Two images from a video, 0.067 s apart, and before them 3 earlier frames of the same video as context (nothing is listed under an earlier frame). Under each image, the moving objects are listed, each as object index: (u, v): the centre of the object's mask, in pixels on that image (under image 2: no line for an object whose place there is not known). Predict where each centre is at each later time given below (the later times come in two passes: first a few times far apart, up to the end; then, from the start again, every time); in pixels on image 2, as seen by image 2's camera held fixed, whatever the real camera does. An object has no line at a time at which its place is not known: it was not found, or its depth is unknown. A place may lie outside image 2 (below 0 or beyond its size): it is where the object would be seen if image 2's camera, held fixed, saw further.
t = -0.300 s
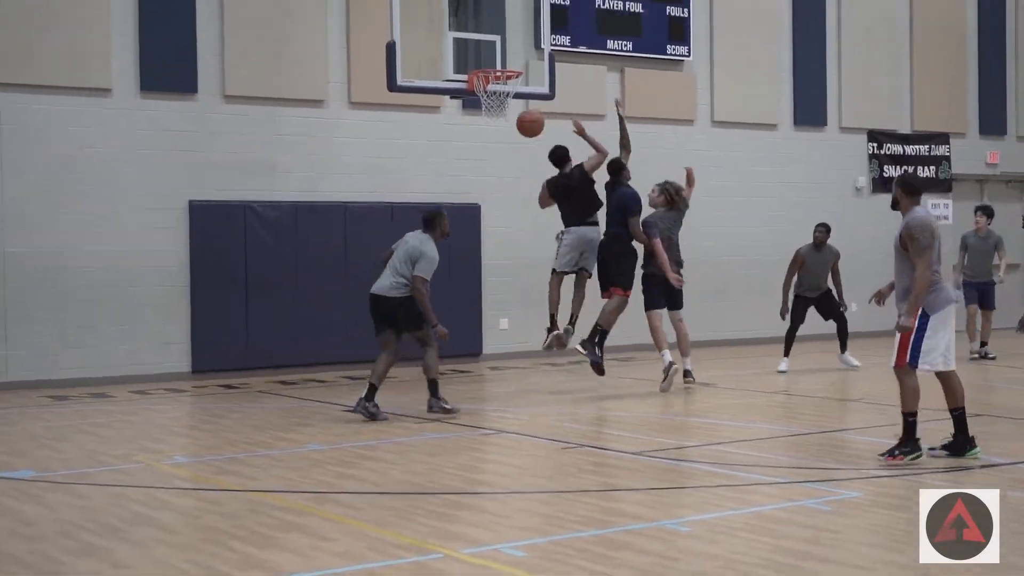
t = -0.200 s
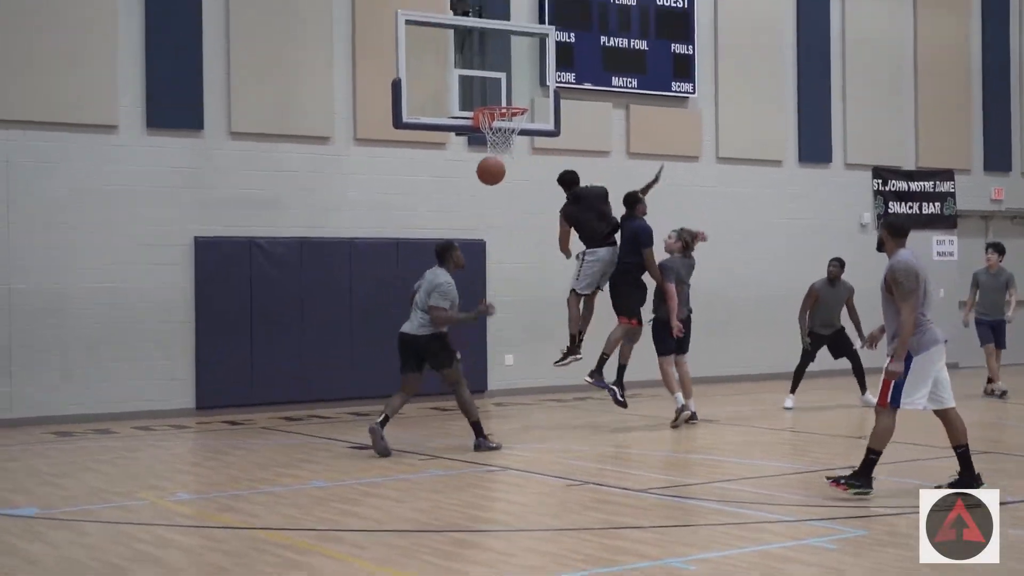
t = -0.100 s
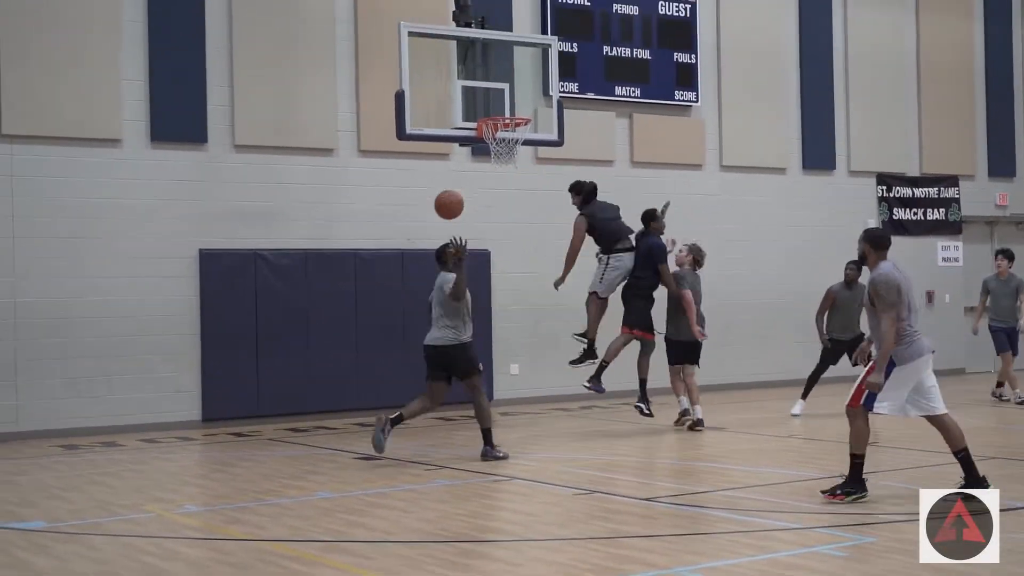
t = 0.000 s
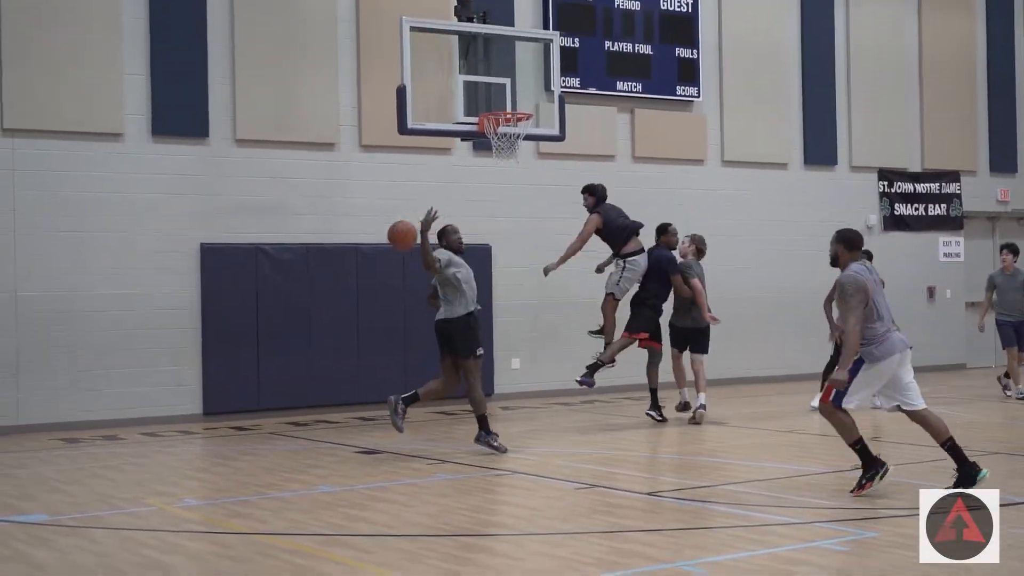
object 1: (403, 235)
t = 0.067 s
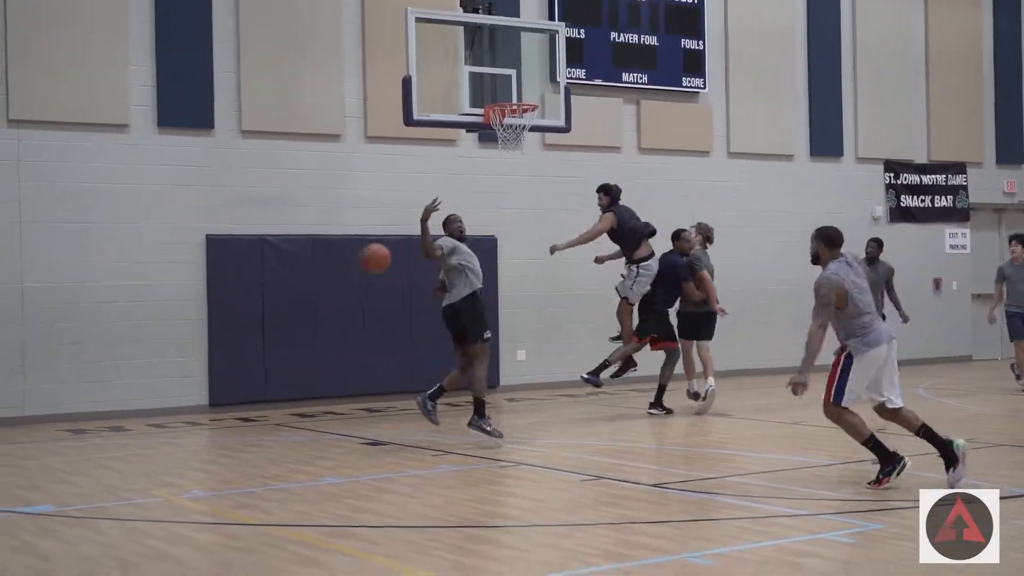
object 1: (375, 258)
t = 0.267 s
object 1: (272, 394)
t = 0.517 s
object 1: (186, 359)
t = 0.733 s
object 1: (131, 287)
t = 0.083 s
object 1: (367, 267)
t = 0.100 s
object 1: (358, 277)
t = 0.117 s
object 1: (350, 287)
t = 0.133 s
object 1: (342, 297)
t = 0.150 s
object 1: (333, 308)
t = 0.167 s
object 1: (324, 319)
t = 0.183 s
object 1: (316, 330)
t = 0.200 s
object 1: (307, 343)
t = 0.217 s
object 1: (298, 355)
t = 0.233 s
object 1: (289, 368)
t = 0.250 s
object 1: (280, 381)
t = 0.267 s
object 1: (272, 394)
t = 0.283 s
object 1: (262, 409)
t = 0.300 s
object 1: (253, 424)
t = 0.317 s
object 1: (244, 440)
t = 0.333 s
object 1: (234, 455)
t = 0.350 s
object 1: (228, 455)
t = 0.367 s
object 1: (223, 444)
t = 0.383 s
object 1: (219, 434)
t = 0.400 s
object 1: (216, 423)
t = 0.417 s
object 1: (212, 412)
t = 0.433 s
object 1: (208, 402)
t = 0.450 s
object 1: (203, 393)
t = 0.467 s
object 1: (199, 384)
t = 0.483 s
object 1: (195, 375)
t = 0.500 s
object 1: (191, 367)
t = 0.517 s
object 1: (186, 359)
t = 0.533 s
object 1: (182, 351)
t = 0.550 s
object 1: (178, 344)
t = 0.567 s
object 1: (174, 337)
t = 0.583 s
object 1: (169, 330)
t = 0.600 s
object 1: (165, 324)
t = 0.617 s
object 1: (161, 318)
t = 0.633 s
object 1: (157, 312)
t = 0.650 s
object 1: (152, 307)
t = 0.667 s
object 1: (148, 303)
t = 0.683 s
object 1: (144, 298)
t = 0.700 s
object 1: (140, 294)
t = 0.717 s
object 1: (135, 291)
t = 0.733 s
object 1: (131, 287)
